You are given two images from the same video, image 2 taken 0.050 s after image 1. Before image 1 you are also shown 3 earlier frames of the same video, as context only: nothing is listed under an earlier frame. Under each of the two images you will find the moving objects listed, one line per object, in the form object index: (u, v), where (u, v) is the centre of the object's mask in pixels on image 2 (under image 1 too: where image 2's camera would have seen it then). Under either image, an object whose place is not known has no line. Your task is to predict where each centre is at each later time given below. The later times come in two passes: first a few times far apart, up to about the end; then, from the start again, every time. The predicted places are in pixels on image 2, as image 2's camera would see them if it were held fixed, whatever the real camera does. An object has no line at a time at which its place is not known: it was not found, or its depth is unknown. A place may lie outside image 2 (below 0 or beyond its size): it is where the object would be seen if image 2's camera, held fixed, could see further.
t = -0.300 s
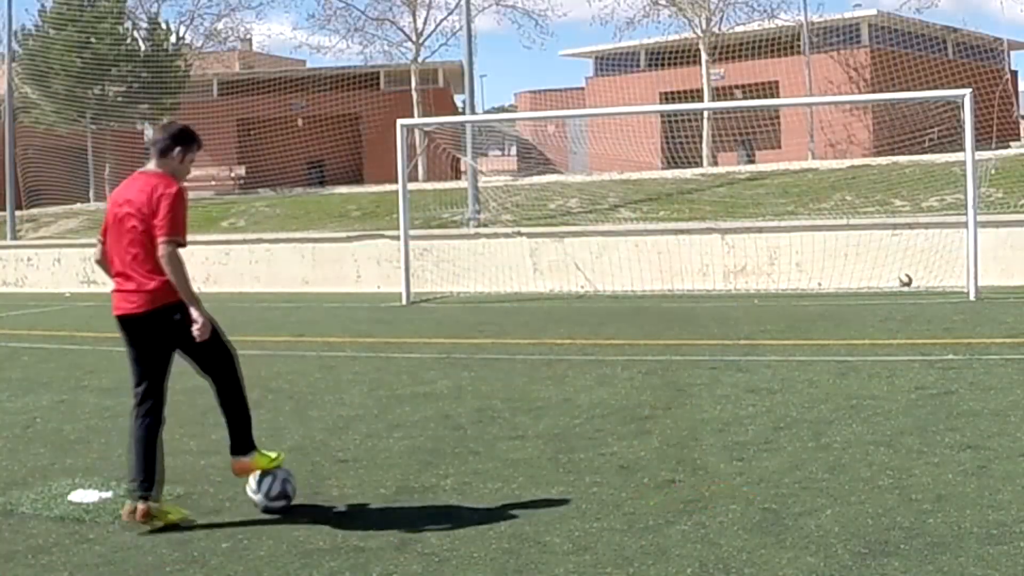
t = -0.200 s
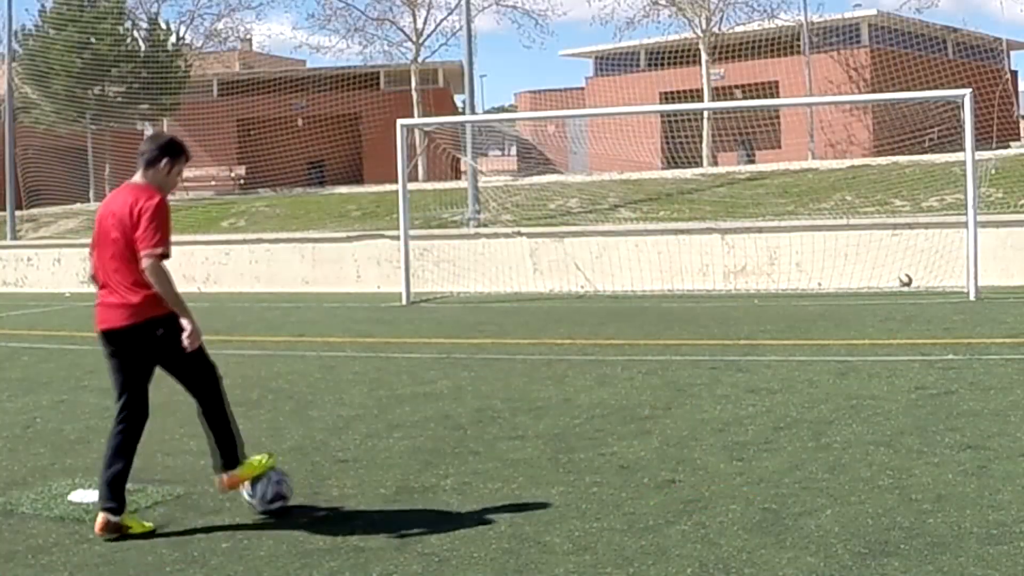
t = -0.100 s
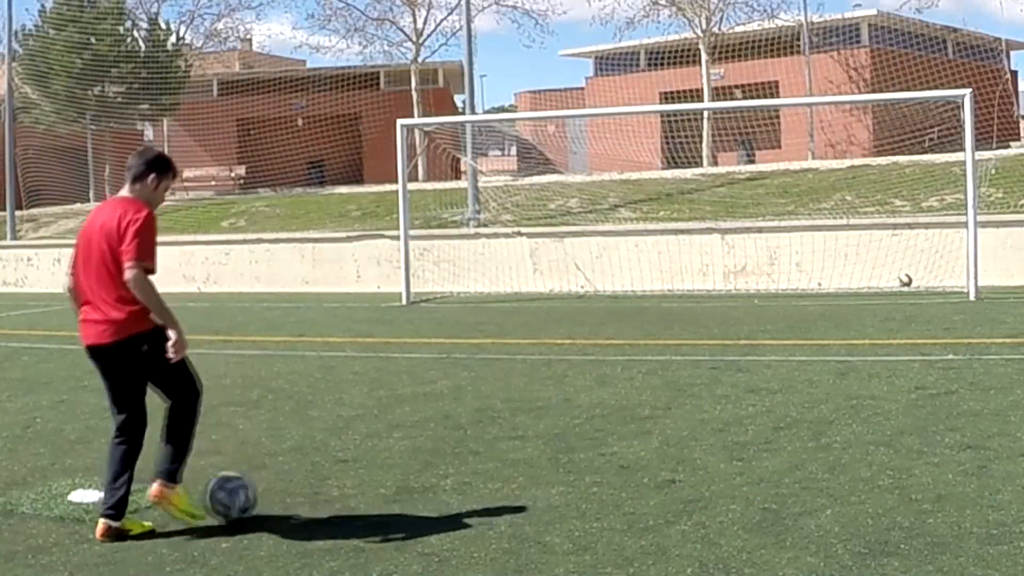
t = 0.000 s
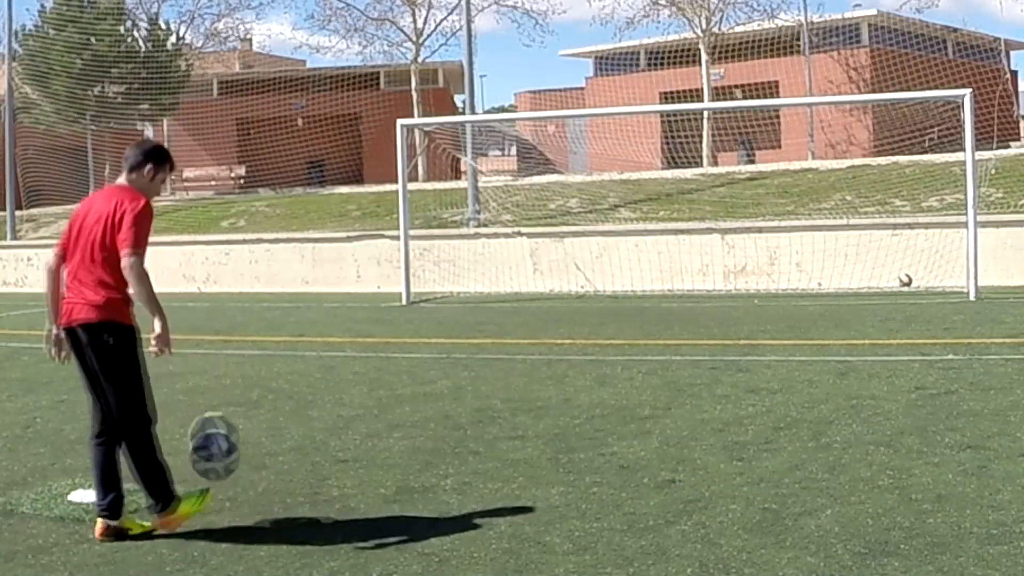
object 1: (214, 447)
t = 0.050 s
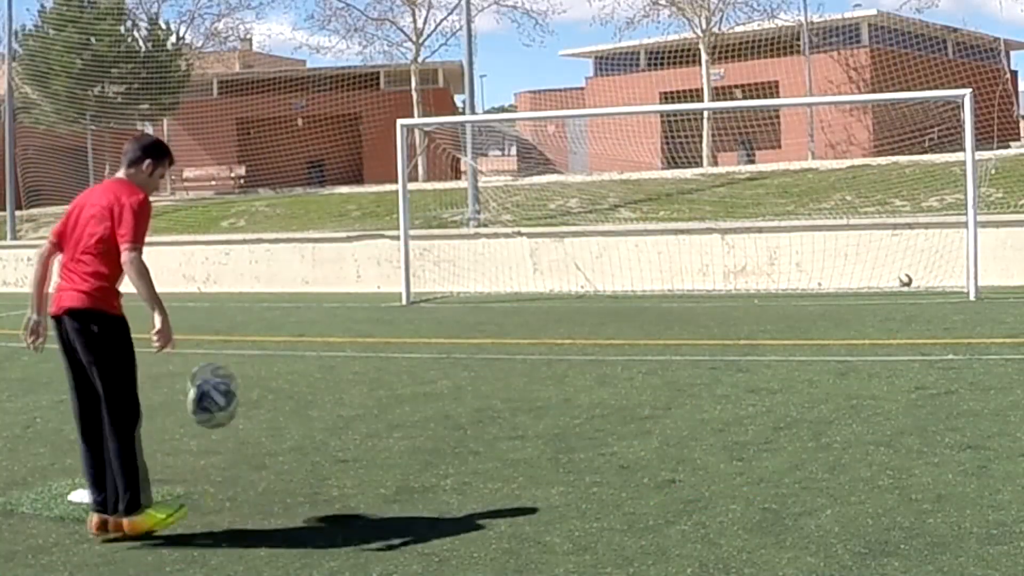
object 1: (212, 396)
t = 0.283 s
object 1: (209, 234)
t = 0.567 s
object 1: (215, 200)
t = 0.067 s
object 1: (212, 380)
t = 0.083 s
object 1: (211, 365)
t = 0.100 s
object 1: (211, 351)
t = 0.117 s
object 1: (211, 336)
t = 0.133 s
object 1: (210, 324)
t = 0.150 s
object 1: (211, 311)
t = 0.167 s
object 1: (210, 299)
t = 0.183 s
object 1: (210, 287)
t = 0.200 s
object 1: (210, 277)
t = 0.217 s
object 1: (210, 269)
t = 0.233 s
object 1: (210, 259)
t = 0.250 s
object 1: (210, 249)
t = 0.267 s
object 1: (210, 241)
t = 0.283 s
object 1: (209, 234)
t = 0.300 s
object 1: (210, 227)
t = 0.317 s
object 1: (210, 220)
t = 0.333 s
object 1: (210, 215)
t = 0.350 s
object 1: (210, 210)
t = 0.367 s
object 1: (210, 205)
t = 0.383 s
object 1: (211, 202)
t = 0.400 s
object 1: (211, 198)
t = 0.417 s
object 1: (211, 196)
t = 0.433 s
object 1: (211, 194)
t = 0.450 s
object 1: (212, 193)
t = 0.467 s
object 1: (212, 192)
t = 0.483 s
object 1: (212, 192)
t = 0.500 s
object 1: (213, 193)
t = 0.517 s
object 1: (213, 194)
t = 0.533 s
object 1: (214, 195)
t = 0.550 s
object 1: (214, 197)
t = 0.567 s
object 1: (215, 200)
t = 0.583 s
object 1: (215, 204)
